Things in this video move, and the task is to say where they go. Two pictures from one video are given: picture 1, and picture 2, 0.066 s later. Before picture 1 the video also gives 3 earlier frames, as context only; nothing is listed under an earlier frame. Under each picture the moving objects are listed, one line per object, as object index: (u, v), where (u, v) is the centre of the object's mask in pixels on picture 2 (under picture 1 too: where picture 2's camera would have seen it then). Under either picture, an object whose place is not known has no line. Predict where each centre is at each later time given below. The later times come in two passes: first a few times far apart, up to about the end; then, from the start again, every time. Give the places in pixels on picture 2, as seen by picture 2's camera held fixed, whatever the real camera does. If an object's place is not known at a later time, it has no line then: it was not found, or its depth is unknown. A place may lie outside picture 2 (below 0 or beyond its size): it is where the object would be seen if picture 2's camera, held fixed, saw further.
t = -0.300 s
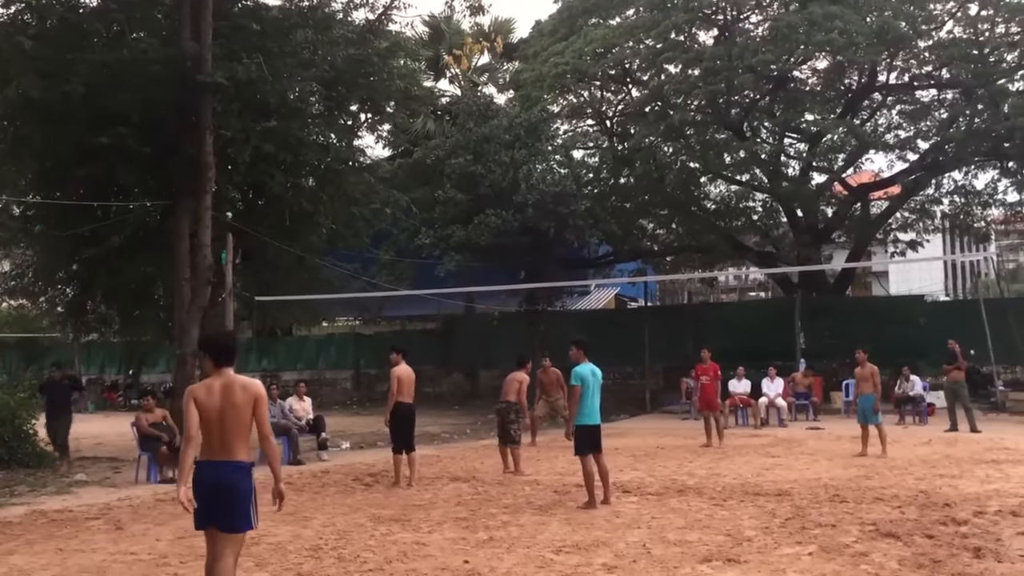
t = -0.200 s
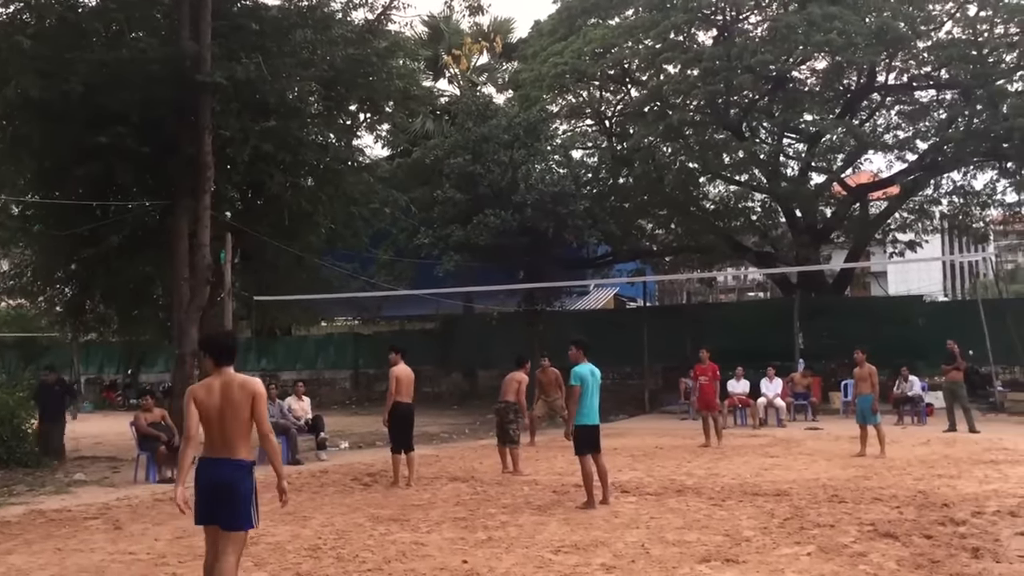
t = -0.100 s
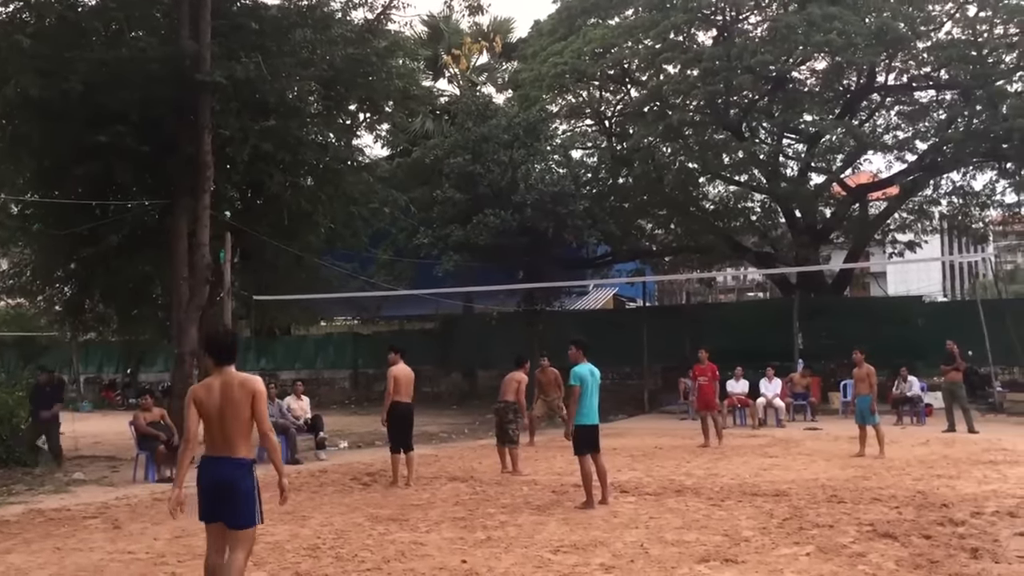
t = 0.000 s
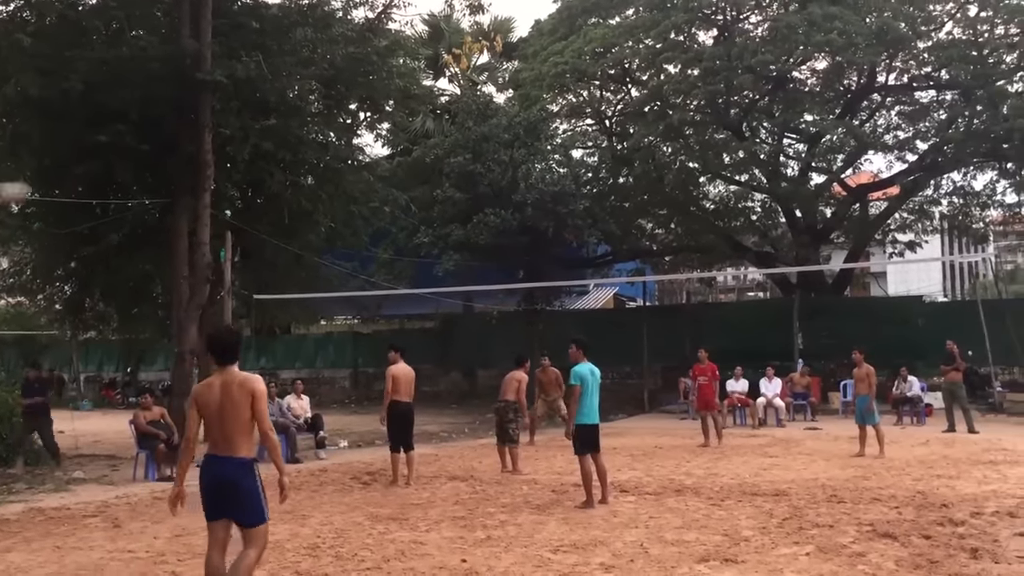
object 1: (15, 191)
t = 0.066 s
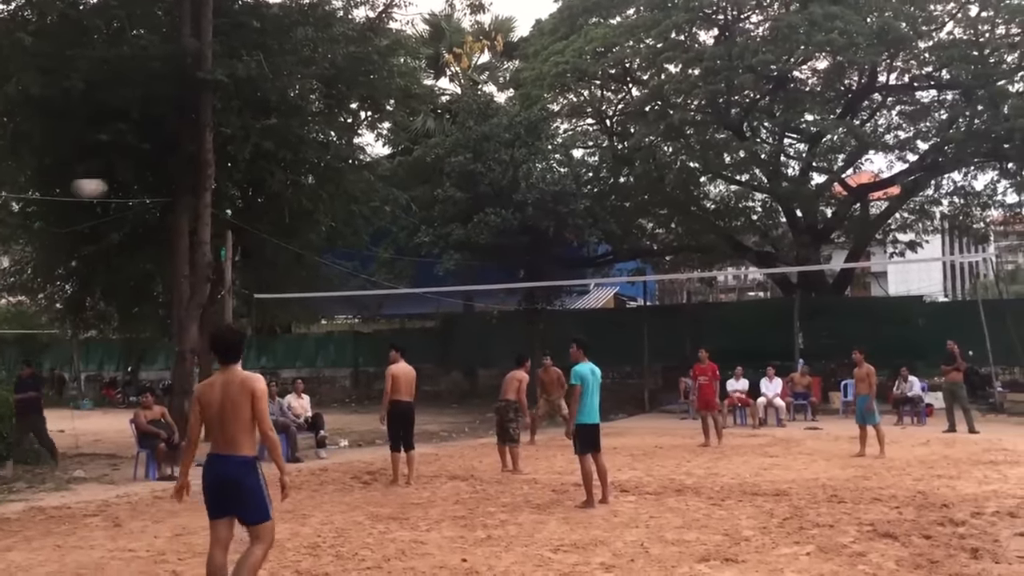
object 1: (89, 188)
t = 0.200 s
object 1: (216, 196)
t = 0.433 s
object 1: (378, 234)
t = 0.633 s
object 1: (480, 280)
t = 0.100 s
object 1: (124, 189)
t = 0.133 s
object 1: (157, 190)
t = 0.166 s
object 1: (187, 193)
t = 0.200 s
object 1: (216, 196)
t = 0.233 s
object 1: (243, 200)
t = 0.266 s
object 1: (269, 205)
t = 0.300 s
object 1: (293, 210)
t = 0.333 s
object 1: (316, 216)
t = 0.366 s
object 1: (338, 222)
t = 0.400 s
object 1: (359, 228)
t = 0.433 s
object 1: (378, 234)
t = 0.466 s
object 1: (398, 241)
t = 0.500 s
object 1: (417, 249)
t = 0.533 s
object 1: (434, 257)
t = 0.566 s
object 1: (450, 265)
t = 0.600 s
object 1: (466, 274)
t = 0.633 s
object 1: (480, 280)
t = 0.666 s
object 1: (495, 293)
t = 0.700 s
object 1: (508, 302)
